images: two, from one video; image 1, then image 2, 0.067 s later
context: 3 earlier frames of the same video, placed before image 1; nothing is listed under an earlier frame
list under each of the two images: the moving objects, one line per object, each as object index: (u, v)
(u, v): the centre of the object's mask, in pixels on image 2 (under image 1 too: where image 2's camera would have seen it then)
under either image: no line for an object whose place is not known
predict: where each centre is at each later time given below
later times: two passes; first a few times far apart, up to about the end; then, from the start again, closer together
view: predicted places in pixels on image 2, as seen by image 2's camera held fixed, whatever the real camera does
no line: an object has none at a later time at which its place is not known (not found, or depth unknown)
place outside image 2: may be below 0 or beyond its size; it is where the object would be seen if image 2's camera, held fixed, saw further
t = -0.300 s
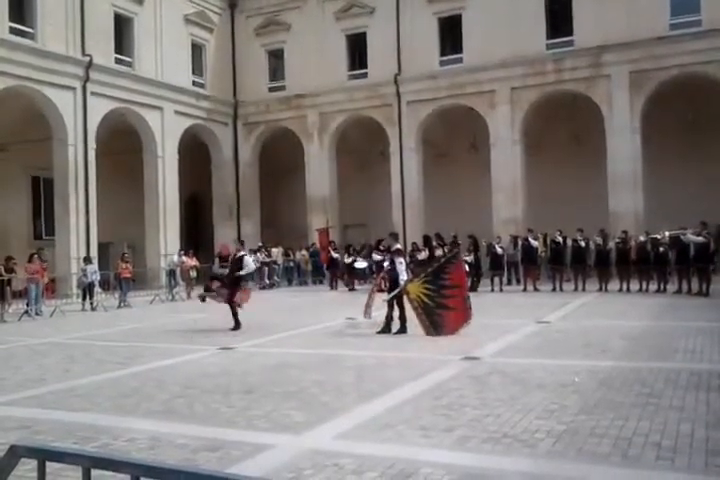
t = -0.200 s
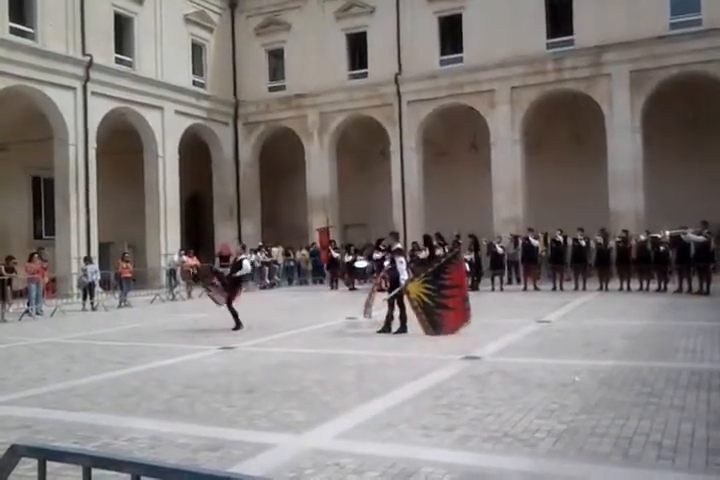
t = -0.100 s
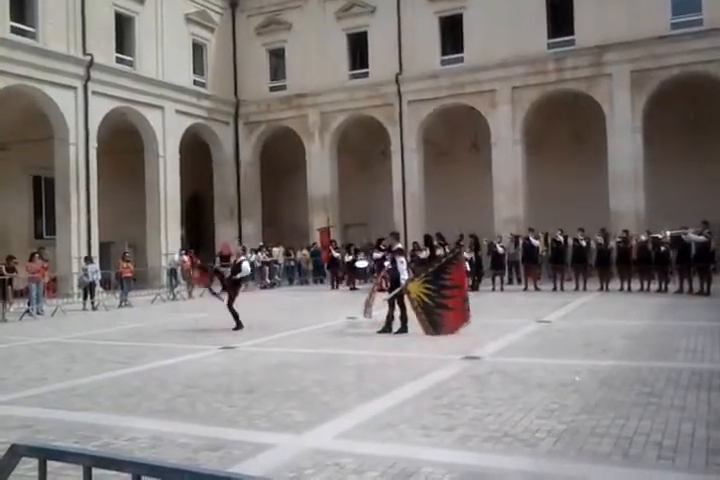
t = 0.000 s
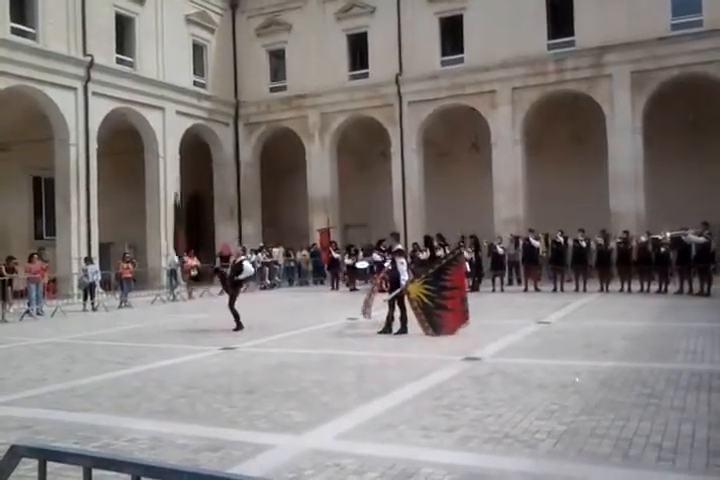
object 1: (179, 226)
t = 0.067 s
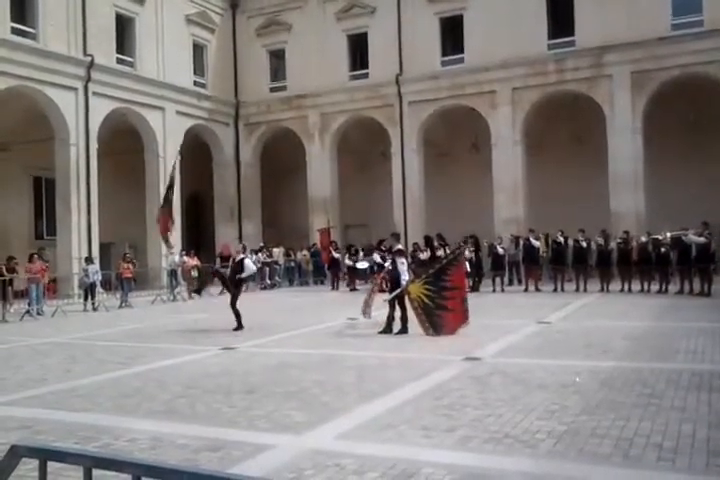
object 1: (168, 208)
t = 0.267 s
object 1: (155, 133)
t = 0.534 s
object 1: (156, 82)
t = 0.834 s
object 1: (160, 70)
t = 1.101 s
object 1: (169, 88)
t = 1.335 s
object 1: (197, 122)
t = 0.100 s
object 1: (163, 195)
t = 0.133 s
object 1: (159, 183)
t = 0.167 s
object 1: (158, 171)
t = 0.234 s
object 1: (155, 148)
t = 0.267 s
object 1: (155, 133)
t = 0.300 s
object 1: (153, 124)
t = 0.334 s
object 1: (154, 115)
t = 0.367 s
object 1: (154, 107)
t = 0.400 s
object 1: (155, 100)
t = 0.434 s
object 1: (154, 95)
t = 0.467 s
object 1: (155, 91)
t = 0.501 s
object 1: (155, 86)
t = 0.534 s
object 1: (156, 82)
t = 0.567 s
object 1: (156, 79)
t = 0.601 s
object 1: (156, 77)
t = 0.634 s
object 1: (157, 75)
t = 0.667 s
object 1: (157, 72)
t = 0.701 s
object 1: (158, 71)
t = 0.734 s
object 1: (159, 70)
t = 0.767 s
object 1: (159, 70)
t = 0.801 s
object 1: (160, 70)
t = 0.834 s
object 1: (160, 70)
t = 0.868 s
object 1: (161, 71)
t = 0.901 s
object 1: (161, 73)
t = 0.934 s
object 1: (162, 75)
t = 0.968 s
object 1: (163, 78)
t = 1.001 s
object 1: (164, 79)
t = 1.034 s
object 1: (165, 82)
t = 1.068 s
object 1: (167, 85)
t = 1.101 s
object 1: (169, 88)
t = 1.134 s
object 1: (171, 91)
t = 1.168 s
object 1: (173, 93)
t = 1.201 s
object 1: (178, 98)
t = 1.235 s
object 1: (181, 101)
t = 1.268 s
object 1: (184, 103)
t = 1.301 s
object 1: (193, 114)
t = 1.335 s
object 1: (197, 122)
